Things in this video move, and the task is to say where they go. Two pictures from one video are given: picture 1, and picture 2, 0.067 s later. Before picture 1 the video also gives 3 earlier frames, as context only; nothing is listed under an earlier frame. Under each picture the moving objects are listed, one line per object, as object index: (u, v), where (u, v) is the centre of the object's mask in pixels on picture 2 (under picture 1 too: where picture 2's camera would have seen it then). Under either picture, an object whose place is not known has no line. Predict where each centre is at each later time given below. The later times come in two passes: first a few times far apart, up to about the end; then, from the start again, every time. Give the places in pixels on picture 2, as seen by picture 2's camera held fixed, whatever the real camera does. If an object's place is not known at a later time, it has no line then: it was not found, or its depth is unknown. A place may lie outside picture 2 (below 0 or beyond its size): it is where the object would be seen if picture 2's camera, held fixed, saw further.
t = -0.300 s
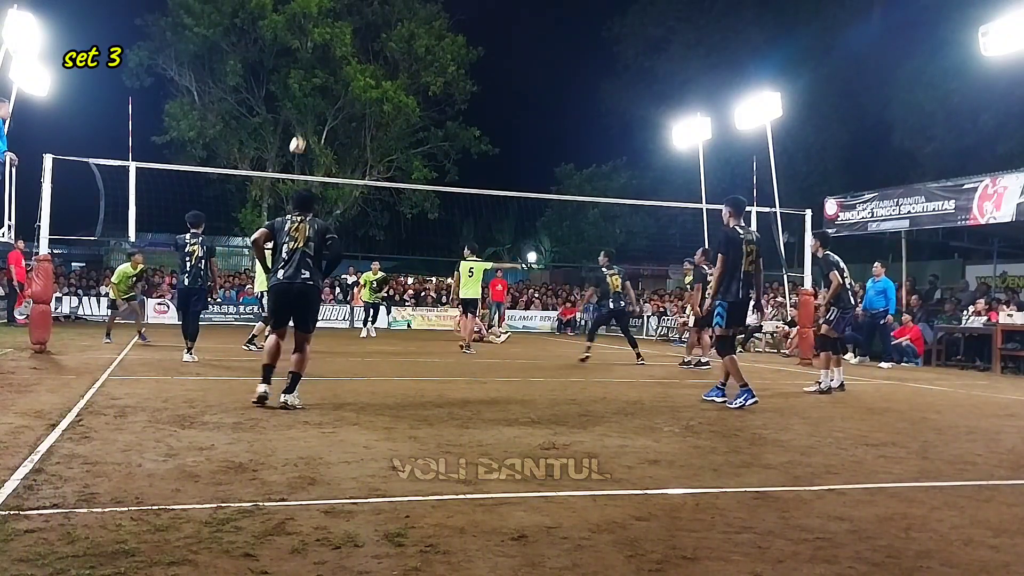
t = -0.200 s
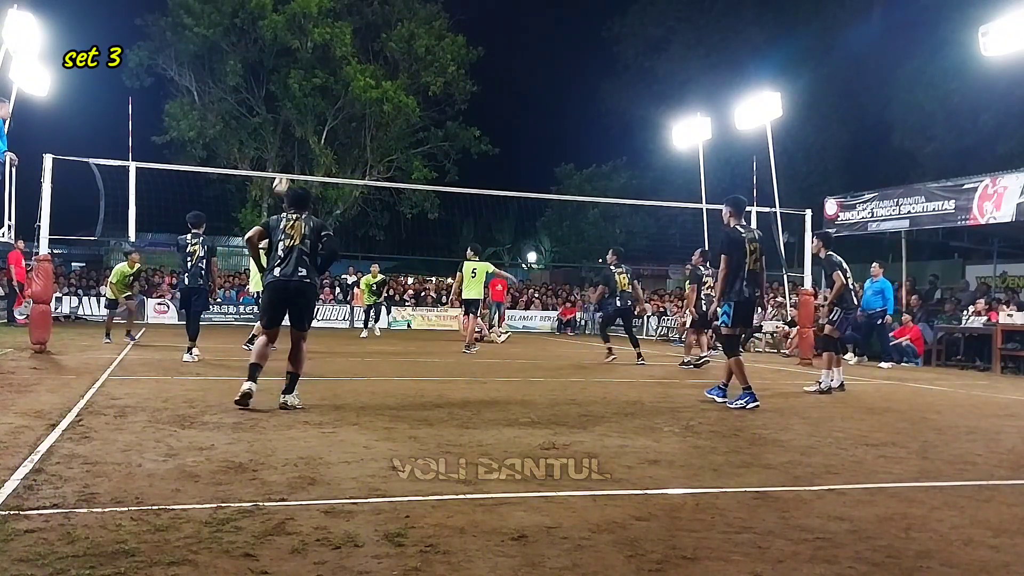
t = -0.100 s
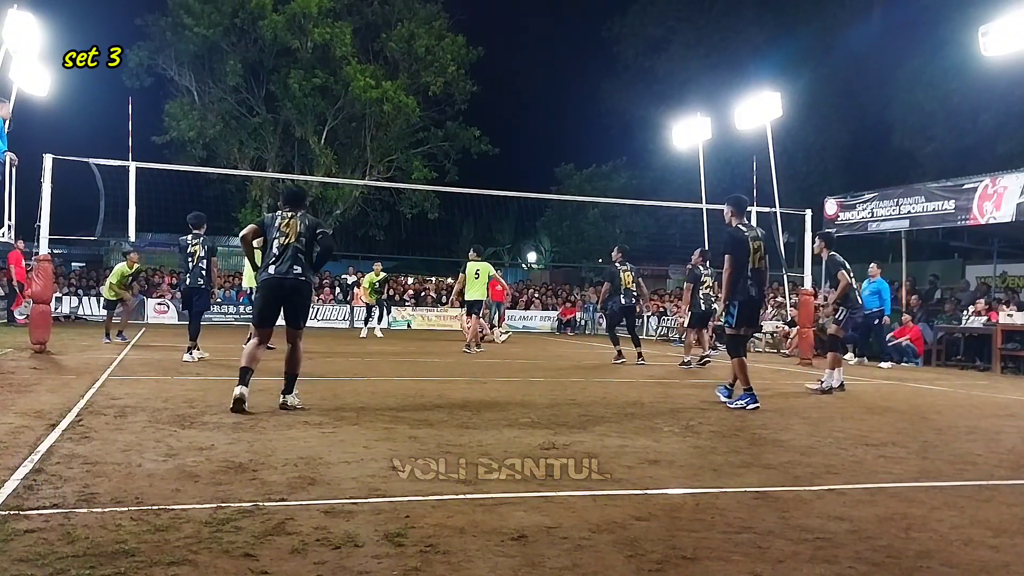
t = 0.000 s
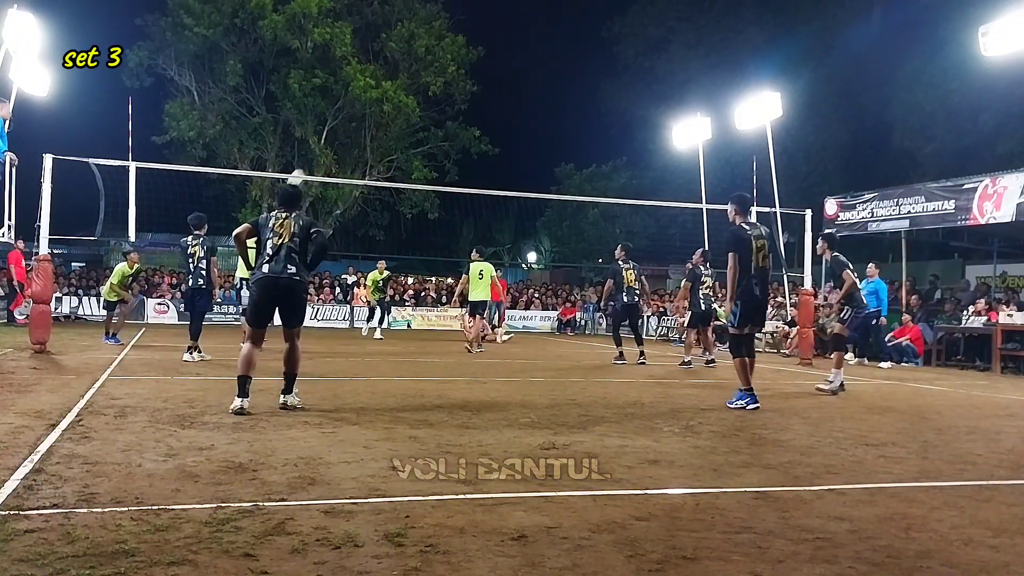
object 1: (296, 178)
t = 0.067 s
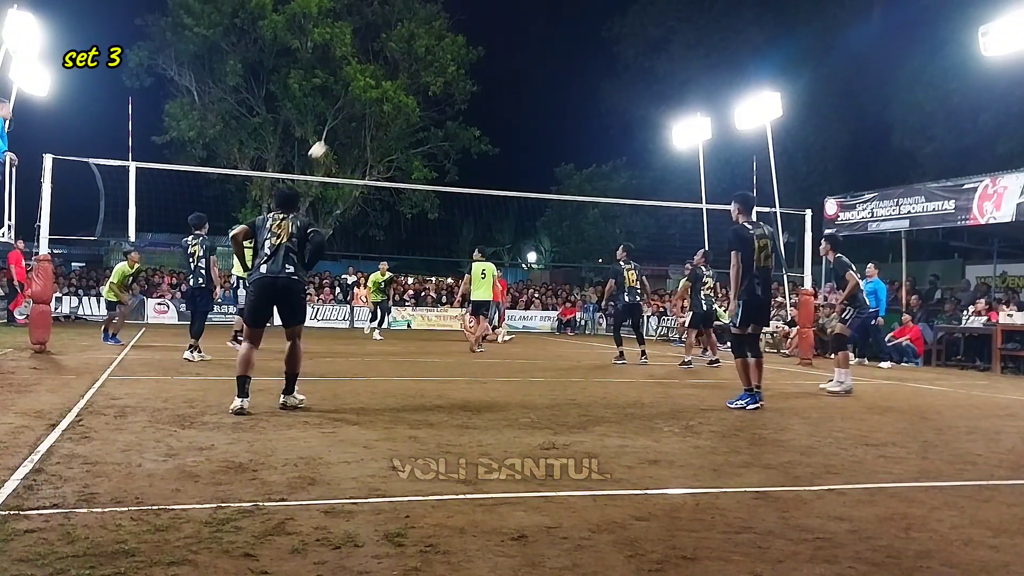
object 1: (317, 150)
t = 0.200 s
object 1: (359, 105)
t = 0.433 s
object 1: (425, 55)
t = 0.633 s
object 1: (478, 42)
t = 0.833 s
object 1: (528, 54)
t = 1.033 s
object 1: (575, 91)
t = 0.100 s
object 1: (328, 138)
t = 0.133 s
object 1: (338, 126)
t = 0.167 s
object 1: (349, 115)
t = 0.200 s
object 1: (359, 105)
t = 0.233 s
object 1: (368, 96)
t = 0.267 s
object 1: (378, 86)
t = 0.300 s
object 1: (388, 79)
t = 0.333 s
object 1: (397, 72)
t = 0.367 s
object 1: (406, 65)
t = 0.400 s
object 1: (416, 60)
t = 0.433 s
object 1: (425, 55)
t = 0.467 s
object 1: (434, 51)
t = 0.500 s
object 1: (443, 48)
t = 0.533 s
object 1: (452, 45)
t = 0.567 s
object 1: (461, 43)
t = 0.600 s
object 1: (470, 42)
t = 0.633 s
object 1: (478, 42)
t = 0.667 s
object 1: (487, 42)
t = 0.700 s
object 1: (495, 43)
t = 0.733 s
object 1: (504, 45)
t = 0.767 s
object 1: (512, 47)
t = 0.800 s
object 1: (520, 50)
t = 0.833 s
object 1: (528, 54)
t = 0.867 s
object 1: (536, 58)
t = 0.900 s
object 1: (545, 64)
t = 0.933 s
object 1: (552, 69)
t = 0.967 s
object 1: (560, 76)
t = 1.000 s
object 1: (568, 83)
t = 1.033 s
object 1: (575, 91)
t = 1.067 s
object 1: (583, 100)
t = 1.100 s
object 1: (590, 109)
